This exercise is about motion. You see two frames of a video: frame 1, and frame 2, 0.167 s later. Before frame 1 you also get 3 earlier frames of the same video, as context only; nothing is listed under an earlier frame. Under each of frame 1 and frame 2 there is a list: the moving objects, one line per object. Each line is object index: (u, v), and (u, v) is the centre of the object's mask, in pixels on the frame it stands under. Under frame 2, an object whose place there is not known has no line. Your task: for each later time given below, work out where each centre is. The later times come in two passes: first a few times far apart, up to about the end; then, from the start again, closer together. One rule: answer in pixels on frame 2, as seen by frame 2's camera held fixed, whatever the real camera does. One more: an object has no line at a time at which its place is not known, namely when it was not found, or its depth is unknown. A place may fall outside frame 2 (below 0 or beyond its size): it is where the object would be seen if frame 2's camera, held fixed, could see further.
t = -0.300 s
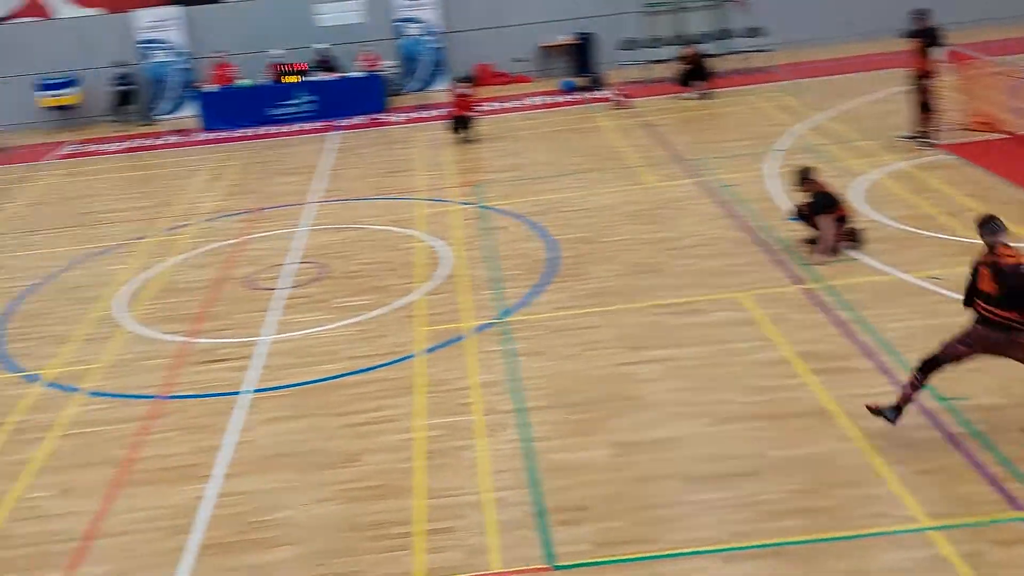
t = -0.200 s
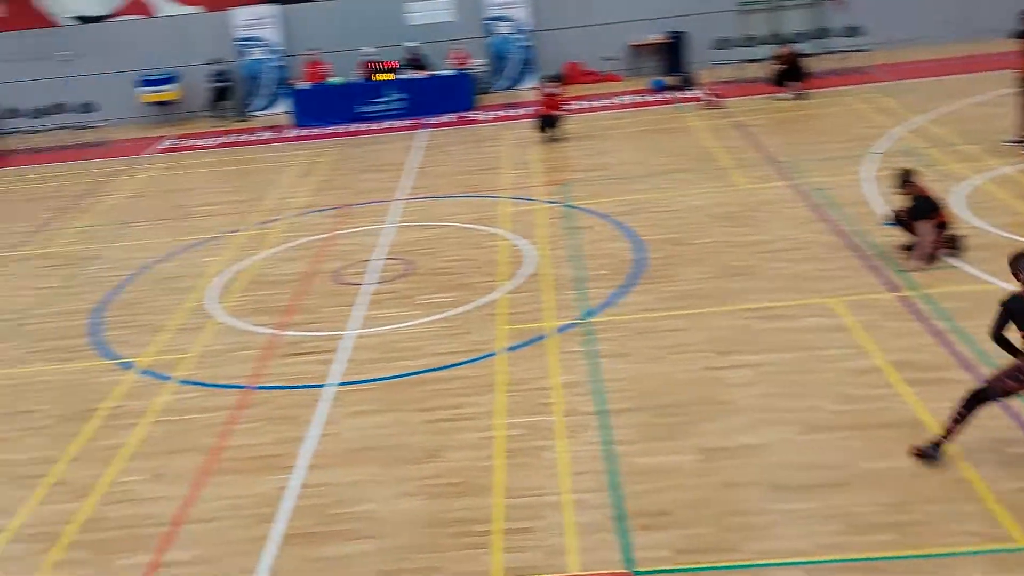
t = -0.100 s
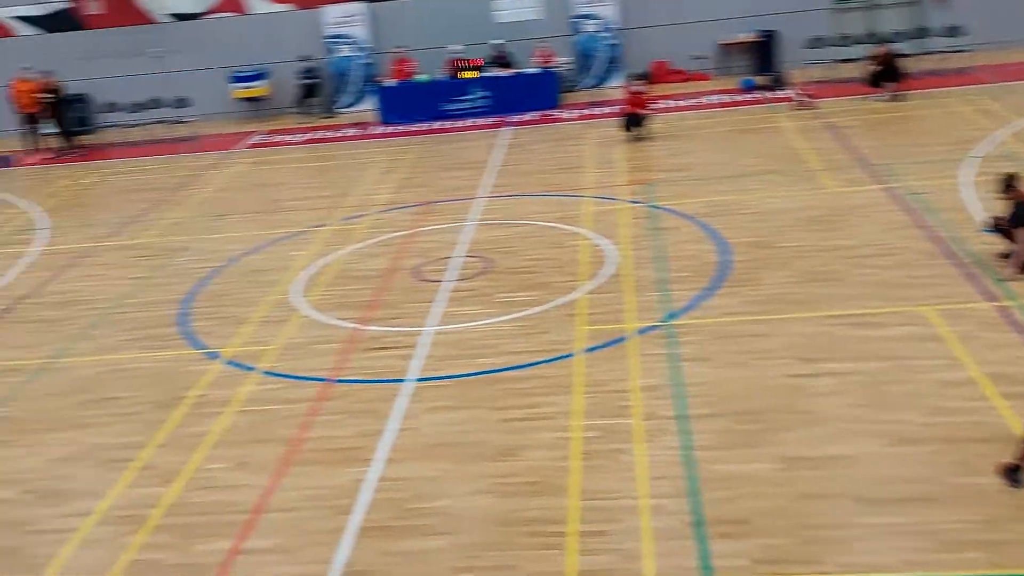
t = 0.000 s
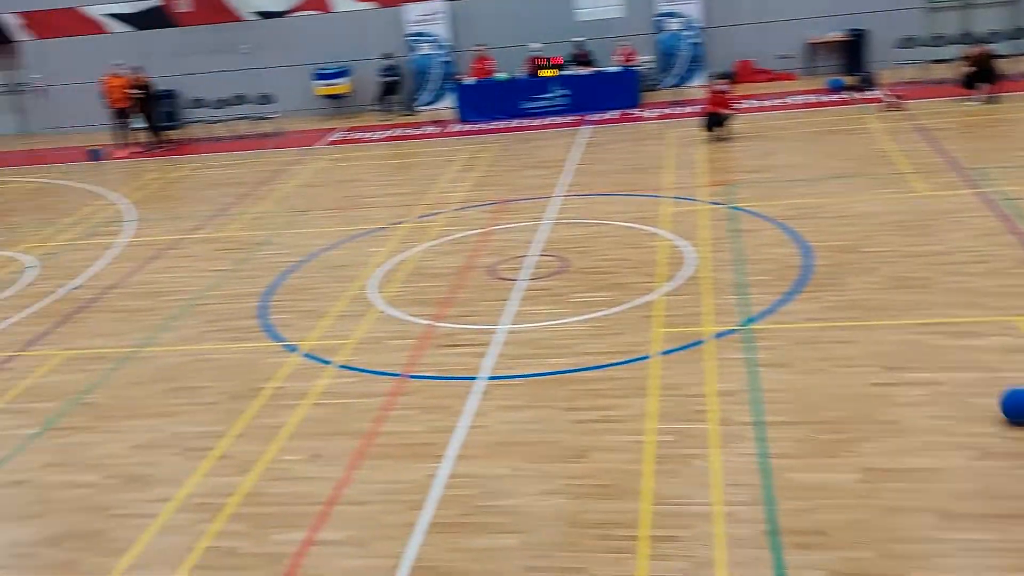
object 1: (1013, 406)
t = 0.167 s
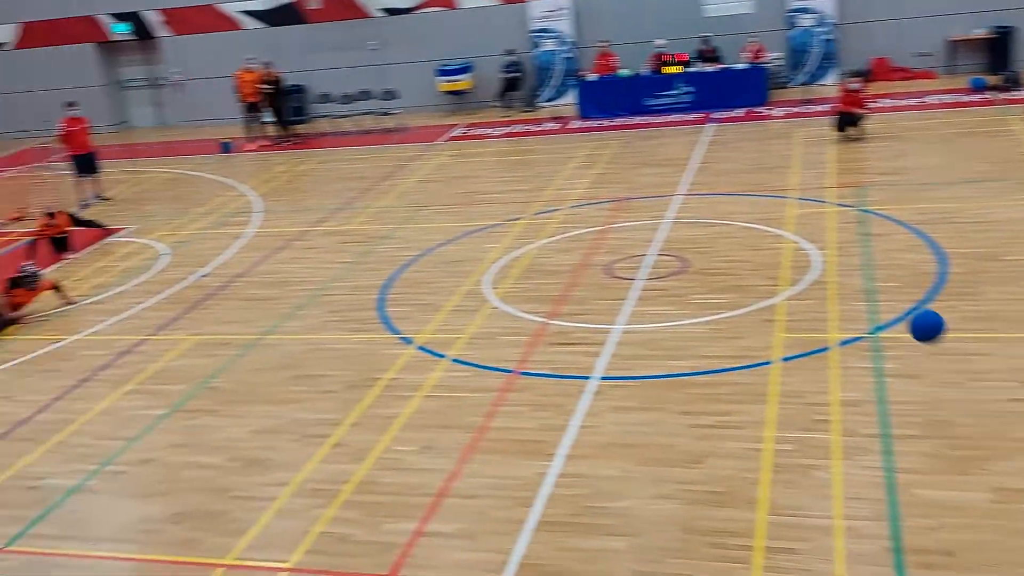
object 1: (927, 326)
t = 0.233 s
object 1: (838, 301)
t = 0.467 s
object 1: (580, 267)
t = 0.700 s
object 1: (384, 299)
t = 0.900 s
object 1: (254, 338)
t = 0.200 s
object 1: (880, 312)
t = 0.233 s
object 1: (838, 301)
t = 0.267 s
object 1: (797, 291)
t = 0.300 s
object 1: (757, 282)
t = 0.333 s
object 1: (719, 276)
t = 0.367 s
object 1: (682, 271)
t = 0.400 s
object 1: (646, 268)
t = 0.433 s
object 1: (613, 267)
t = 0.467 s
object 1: (580, 267)
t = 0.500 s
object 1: (548, 268)
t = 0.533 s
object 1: (518, 270)
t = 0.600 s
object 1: (461, 278)
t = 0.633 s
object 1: (434, 284)
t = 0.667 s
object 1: (408, 291)
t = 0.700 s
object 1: (384, 299)
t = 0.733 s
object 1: (360, 307)
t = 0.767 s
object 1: (338, 317)
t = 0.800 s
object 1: (317, 326)
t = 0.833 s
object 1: (296, 337)
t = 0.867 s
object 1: (277, 347)
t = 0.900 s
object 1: (254, 338)
